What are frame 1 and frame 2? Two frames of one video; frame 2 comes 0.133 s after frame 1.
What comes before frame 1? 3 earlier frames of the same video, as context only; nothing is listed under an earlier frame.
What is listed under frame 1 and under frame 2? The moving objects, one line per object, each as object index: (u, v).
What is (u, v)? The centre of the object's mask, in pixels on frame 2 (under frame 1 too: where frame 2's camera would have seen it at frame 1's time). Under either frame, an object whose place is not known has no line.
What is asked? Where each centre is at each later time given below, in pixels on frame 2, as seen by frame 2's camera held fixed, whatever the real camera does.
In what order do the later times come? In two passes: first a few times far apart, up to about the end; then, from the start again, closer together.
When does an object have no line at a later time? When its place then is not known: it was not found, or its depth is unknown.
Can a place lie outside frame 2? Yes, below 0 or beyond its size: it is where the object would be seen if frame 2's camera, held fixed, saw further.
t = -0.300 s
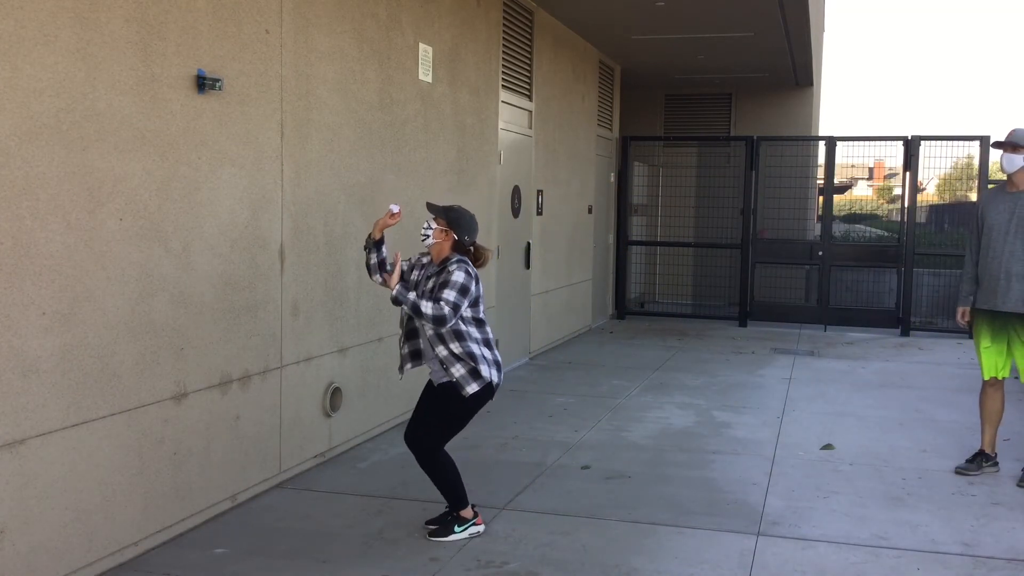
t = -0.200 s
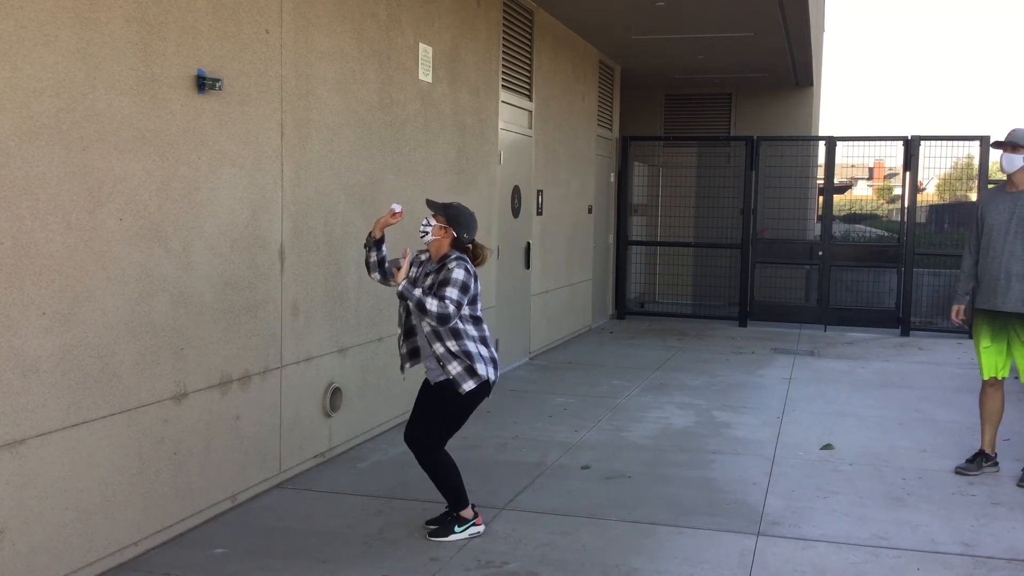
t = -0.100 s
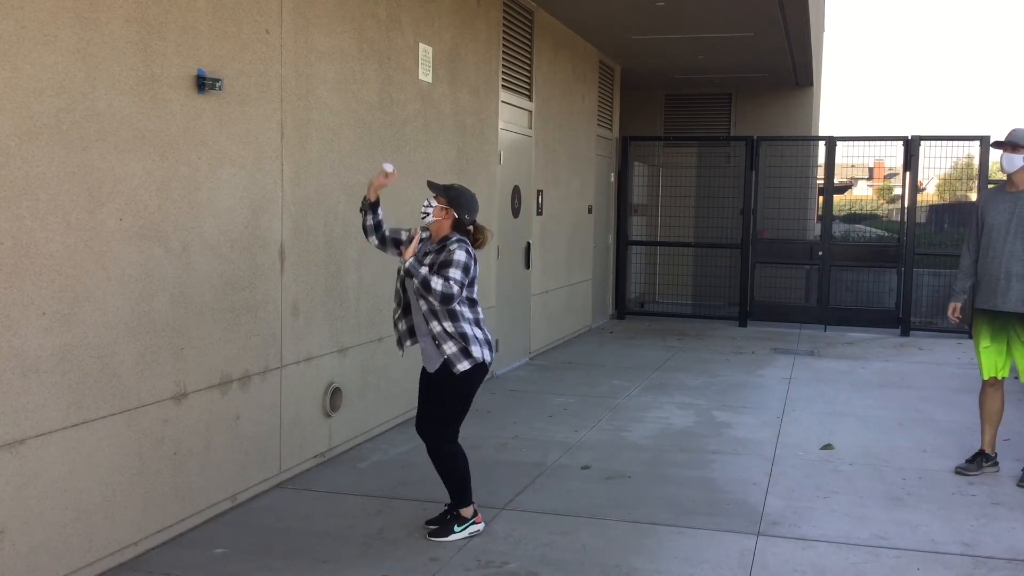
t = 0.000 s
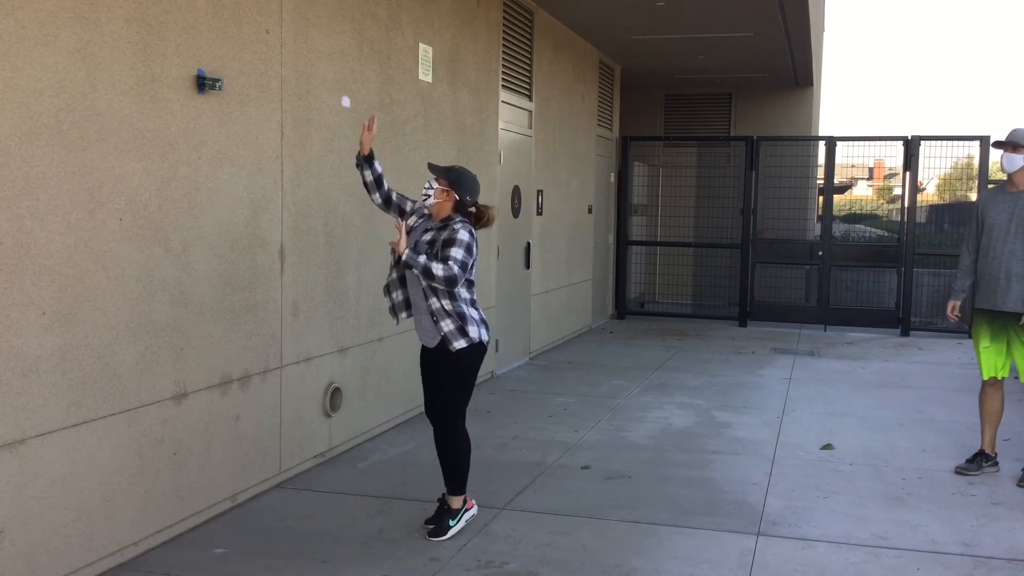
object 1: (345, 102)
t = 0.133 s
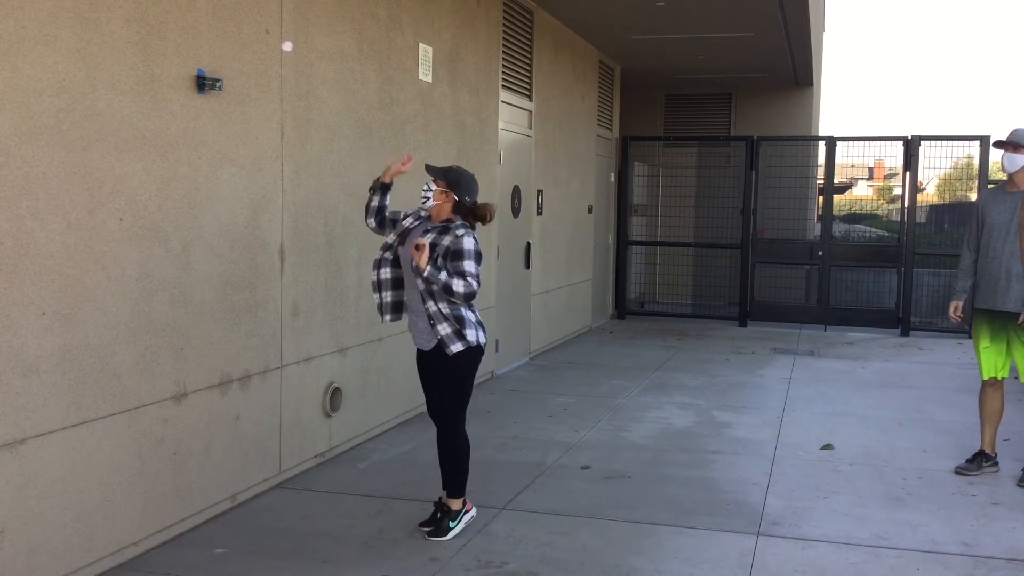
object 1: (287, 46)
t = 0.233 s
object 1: (245, 31)
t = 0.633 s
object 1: (267, 166)
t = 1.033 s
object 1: (338, 505)
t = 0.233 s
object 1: (245, 31)
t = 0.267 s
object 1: (230, 32)
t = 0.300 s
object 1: (216, 35)
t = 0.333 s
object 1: (209, 39)
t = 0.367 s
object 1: (215, 43)
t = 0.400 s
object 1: (222, 50)
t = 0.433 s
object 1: (228, 59)
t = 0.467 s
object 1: (234, 71)
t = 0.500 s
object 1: (241, 85)
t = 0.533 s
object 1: (247, 102)
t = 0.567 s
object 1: (254, 121)
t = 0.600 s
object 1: (261, 142)
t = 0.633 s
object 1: (267, 166)
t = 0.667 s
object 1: (273, 192)
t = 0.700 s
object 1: (279, 219)
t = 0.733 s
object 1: (284, 250)
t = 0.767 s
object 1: (289, 282)
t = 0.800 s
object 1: (295, 316)
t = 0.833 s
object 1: (300, 352)
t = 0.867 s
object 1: (307, 390)
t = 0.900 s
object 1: (312, 428)
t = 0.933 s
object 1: (319, 469)
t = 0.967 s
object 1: (325, 511)
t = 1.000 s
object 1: (332, 521)
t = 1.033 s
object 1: (338, 505)
